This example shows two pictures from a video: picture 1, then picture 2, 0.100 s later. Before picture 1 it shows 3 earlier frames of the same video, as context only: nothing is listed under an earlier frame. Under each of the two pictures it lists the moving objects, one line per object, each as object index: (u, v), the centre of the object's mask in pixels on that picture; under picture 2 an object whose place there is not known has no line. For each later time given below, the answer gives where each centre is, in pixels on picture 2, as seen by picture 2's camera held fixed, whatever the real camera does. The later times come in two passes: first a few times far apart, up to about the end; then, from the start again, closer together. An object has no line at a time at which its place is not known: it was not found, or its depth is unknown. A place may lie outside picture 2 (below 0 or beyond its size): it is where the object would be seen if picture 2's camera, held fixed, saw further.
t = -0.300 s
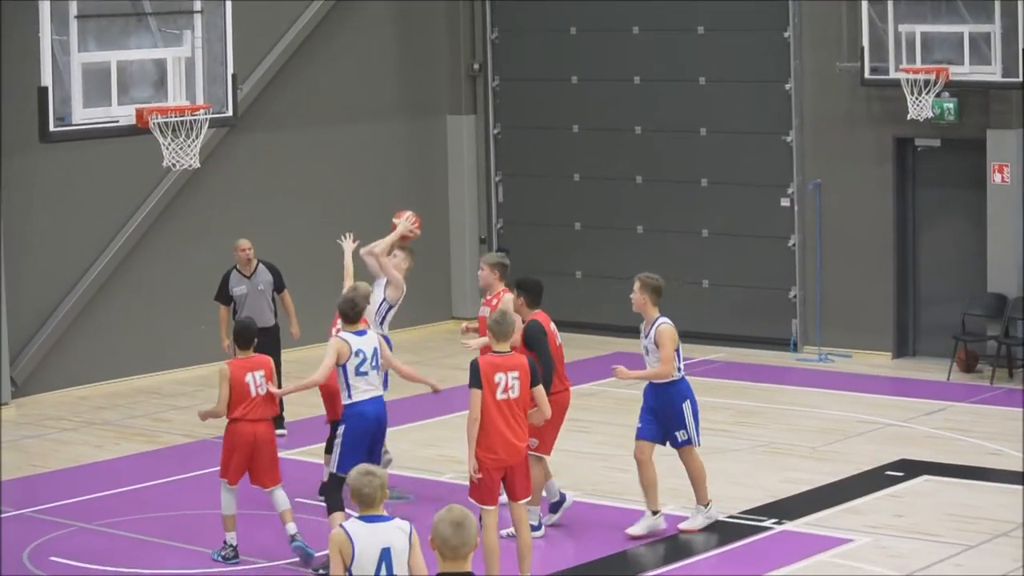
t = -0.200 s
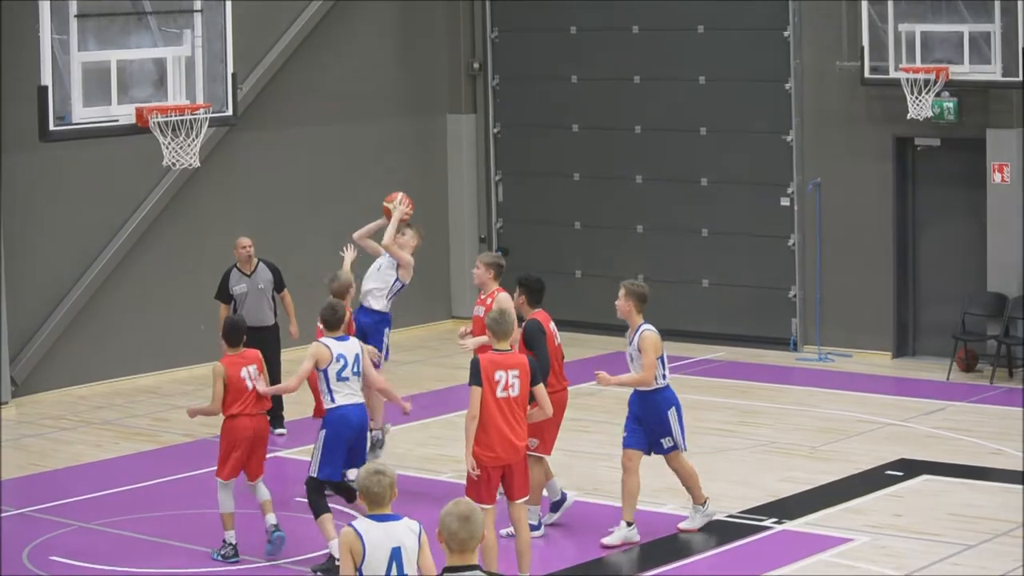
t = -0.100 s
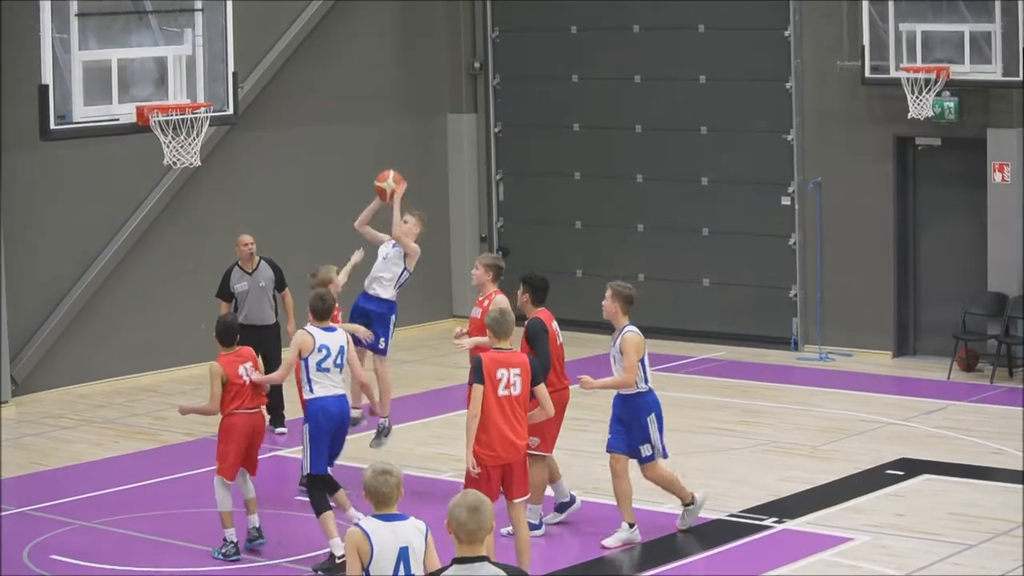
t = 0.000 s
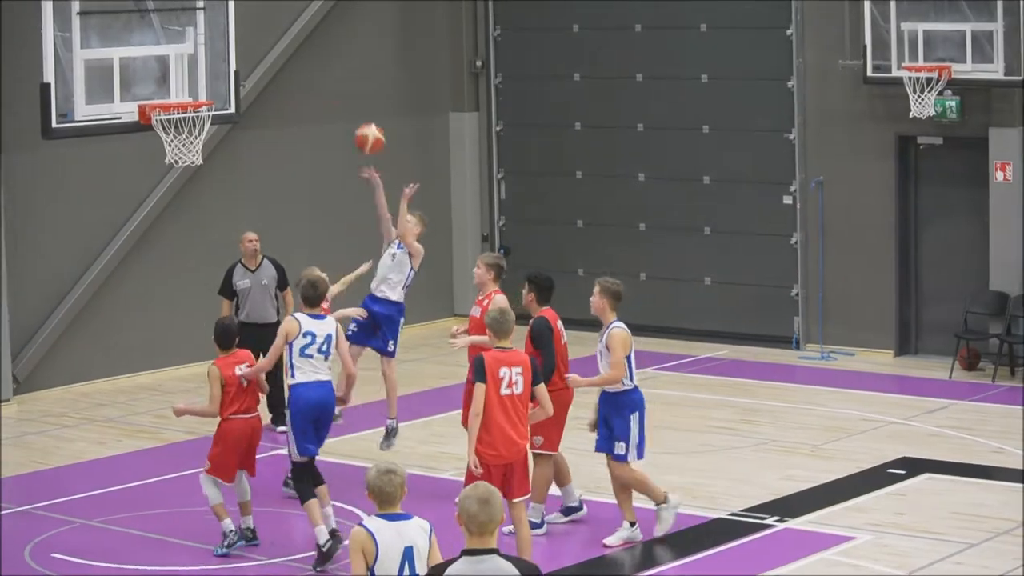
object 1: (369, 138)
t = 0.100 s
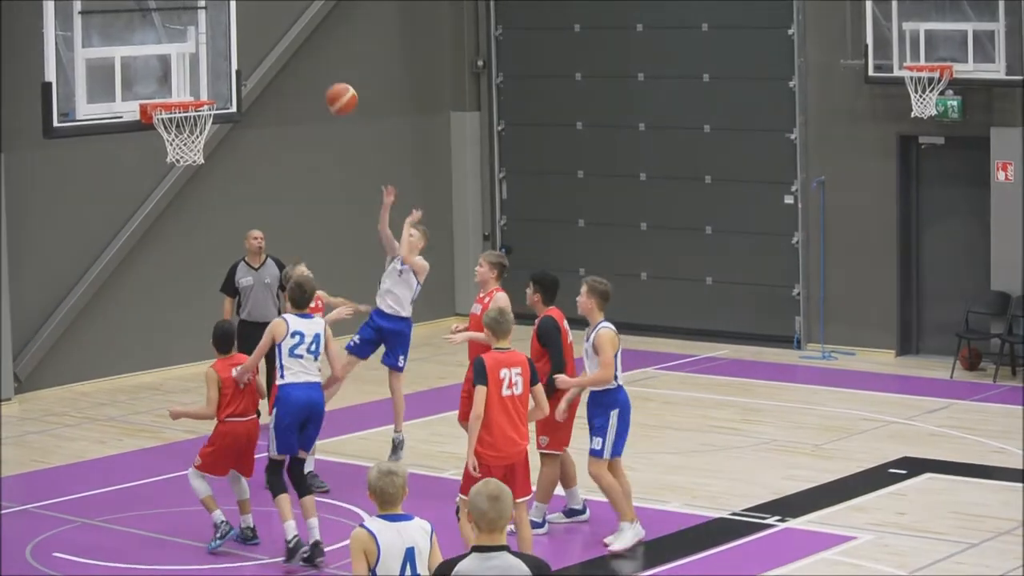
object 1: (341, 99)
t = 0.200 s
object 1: (312, 70)
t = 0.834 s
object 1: (157, 137)
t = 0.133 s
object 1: (331, 88)
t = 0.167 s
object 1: (321, 78)
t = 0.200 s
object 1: (312, 70)
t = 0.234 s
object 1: (302, 65)
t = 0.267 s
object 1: (292, 59)
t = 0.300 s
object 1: (282, 57)
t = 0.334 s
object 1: (272, 55)
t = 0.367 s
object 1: (262, 53)
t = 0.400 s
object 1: (252, 55)
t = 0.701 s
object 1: (160, 127)
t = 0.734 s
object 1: (156, 132)
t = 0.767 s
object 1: (154, 133)
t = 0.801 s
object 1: (155, 134)
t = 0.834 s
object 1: (157, 137)
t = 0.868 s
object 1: (160, 140)
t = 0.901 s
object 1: (162, 145)
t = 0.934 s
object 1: (163, 152)
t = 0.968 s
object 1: (165, 158)
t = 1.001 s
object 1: (167, 172)
